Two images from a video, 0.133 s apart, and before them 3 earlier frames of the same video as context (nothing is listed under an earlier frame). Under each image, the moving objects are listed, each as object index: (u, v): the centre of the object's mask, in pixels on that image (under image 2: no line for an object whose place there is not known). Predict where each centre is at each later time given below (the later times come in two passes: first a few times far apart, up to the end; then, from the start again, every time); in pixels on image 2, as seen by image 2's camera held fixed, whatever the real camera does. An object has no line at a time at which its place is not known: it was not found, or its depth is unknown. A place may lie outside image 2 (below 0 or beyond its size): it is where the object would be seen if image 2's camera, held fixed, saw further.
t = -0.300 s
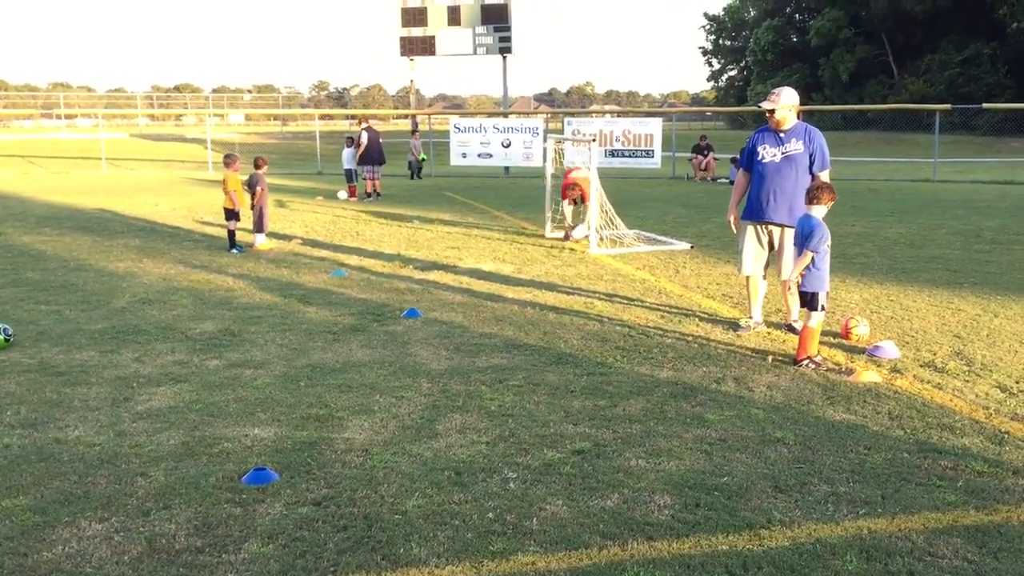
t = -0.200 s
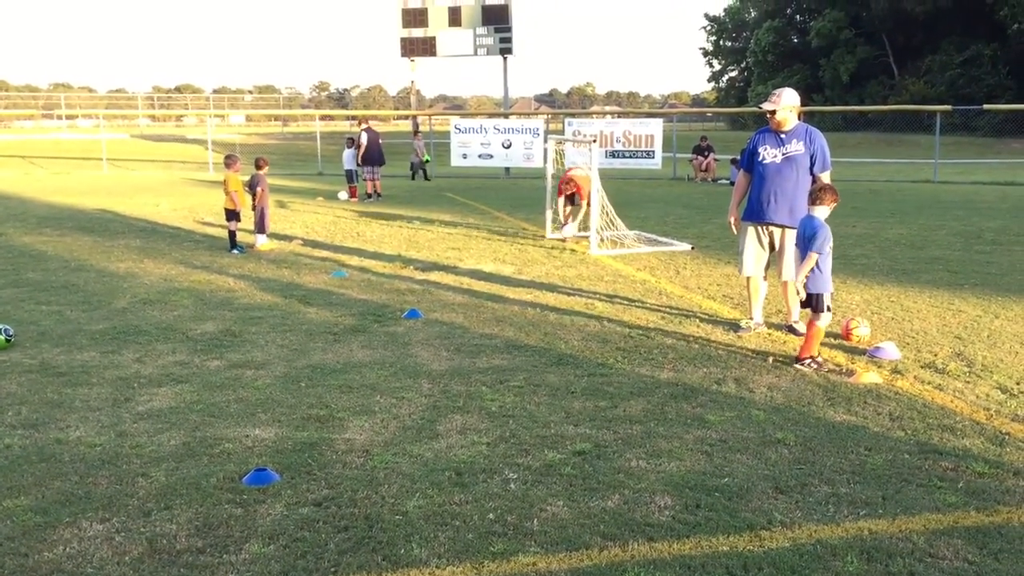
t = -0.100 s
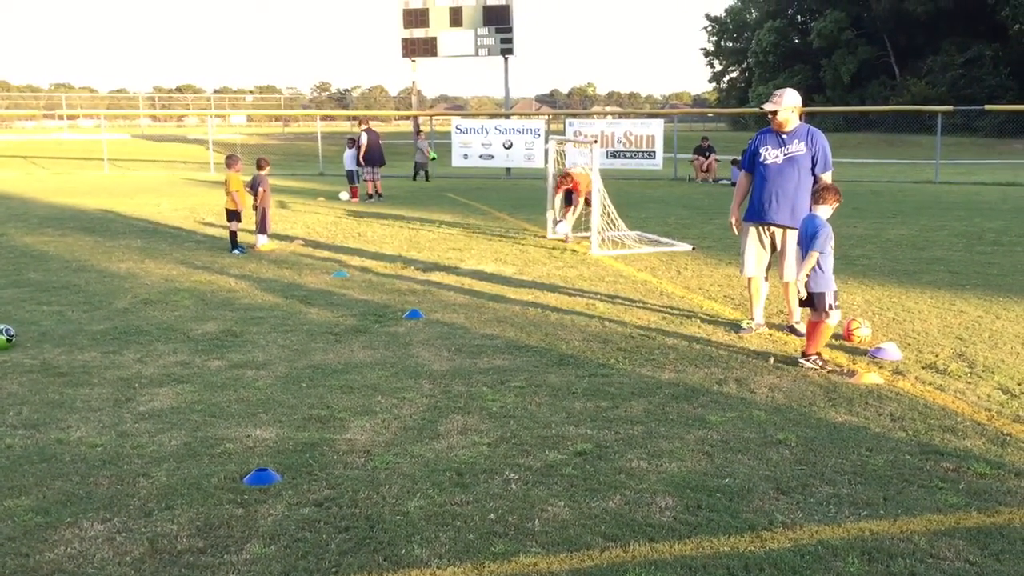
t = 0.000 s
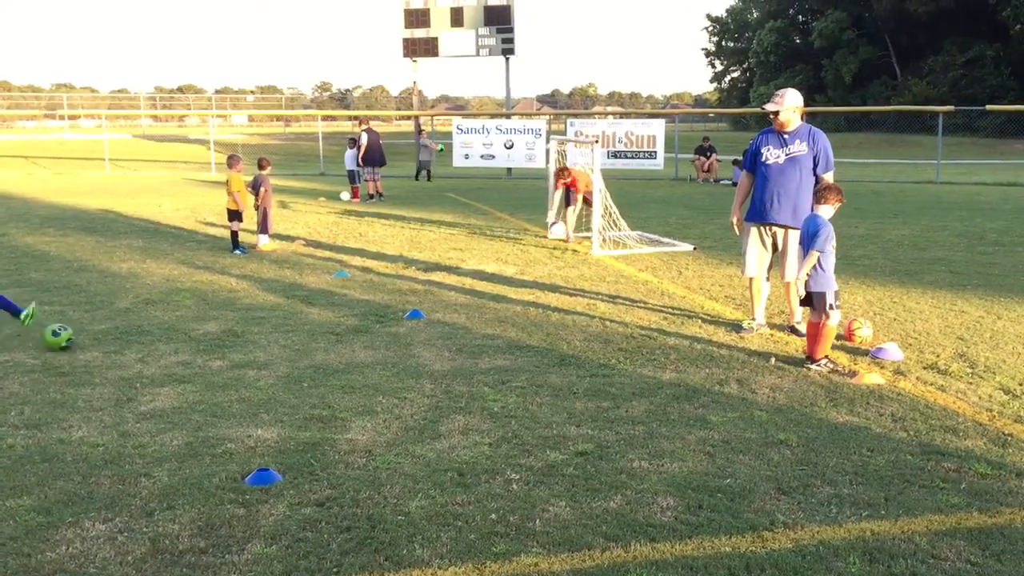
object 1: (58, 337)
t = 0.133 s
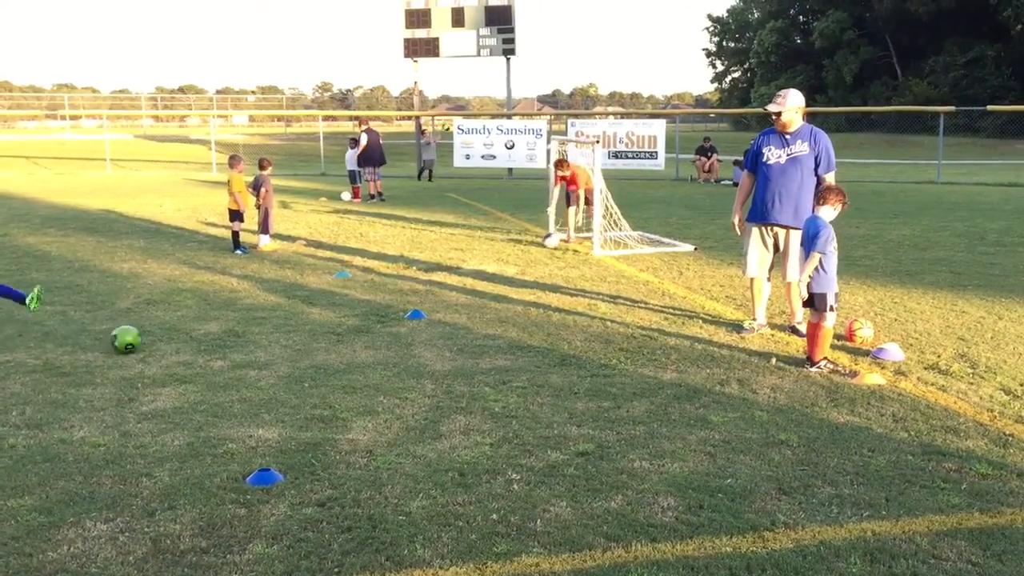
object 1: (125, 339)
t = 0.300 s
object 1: (185, 344)
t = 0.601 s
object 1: (265, 341)
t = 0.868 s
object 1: (326, 344)
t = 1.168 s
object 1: (386, 344)
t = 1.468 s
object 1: (435, 344)
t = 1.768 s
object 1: (475, 343)
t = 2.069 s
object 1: (500, 342)
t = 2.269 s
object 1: (511, 343)
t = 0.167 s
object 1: (140, 339)
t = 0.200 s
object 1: (152, 341)
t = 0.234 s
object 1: (164, 342)
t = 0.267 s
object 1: (174, 343)
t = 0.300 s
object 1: (185, 344)
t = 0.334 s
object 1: (195, 344)
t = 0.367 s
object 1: (203, 344)
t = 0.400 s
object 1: (213, 344)
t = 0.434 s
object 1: (222, 344)
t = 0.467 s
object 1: (231, 344)
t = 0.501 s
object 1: (240, 344)
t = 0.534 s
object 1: (248, 342)
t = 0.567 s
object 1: (256, 342)
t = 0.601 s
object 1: (265, 341)
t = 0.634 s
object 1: (272, 343)
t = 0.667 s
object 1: (281, 344)
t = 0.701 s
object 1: (289, 345)
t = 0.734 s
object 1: (297, 344)
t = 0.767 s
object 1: (304, 343)
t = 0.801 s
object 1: (312, 343)
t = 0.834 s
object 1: (319, 343)
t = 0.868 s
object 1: (326, 344)
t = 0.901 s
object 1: (334, 344)
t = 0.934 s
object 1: (341, 344)
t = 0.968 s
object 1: (347, 344)
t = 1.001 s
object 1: (354, 345)
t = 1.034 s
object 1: (361, 344)
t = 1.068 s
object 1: (367, 344)
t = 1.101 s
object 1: (373, 344)
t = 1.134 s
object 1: (380, 344)
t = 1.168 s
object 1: (386, 344)
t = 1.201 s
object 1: (392, 344)
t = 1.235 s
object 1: (398, 344)
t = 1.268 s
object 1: (404, 344)
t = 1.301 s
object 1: (410, 344)
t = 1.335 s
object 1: (414, 344)
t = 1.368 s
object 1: (419, 344)
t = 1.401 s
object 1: (425, 344)
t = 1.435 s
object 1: (430, 344)
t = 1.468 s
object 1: (435, 344)
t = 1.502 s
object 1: (439, 344)
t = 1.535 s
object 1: (444, 344)
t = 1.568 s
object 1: (449, 343)
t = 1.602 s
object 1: (454, 344)
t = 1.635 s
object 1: (458, 344)
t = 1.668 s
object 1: (462, 343)
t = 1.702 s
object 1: (466, 342)
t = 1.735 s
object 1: (470, 342)
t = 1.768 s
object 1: (475, 343)
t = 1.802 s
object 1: (478, 343)
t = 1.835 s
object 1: (481, 343)
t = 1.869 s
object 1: (485, 343)
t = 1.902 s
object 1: (488, 342)
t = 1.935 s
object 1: (490, 342)
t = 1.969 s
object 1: (493, 342)
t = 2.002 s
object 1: (496, 342)
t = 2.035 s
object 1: (498, 342)
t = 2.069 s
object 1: (500, 342)
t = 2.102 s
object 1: (502, 342)
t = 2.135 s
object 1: (504, 342)
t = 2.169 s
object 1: (506, 342)
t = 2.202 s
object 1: (507, 342)
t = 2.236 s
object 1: (509, 343)
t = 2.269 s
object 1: (511, 343)
